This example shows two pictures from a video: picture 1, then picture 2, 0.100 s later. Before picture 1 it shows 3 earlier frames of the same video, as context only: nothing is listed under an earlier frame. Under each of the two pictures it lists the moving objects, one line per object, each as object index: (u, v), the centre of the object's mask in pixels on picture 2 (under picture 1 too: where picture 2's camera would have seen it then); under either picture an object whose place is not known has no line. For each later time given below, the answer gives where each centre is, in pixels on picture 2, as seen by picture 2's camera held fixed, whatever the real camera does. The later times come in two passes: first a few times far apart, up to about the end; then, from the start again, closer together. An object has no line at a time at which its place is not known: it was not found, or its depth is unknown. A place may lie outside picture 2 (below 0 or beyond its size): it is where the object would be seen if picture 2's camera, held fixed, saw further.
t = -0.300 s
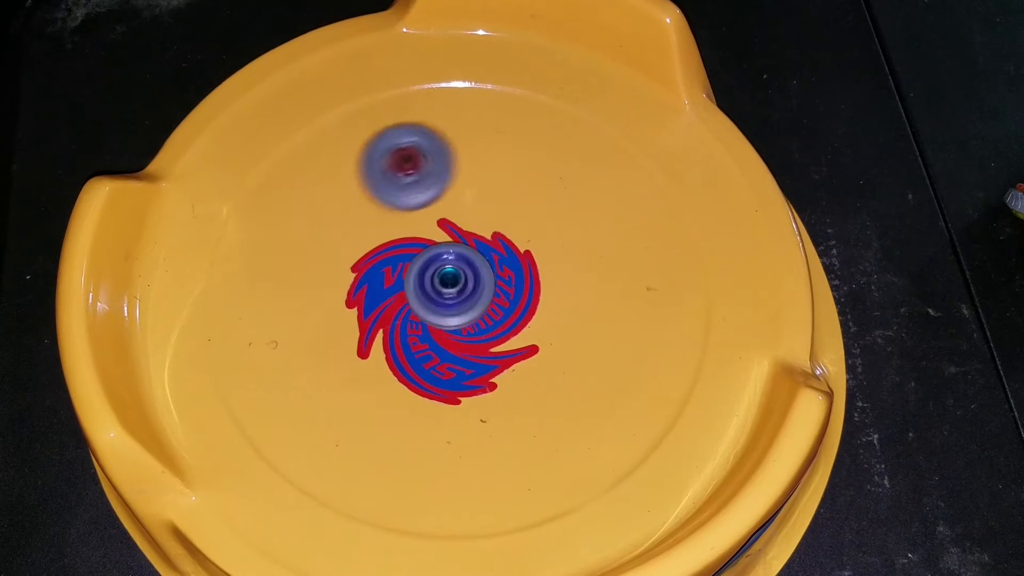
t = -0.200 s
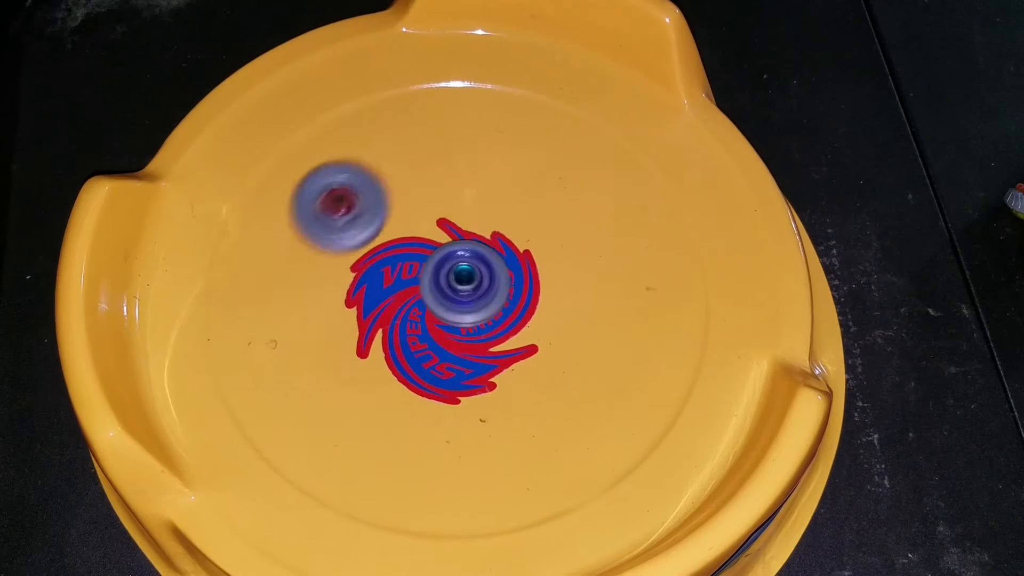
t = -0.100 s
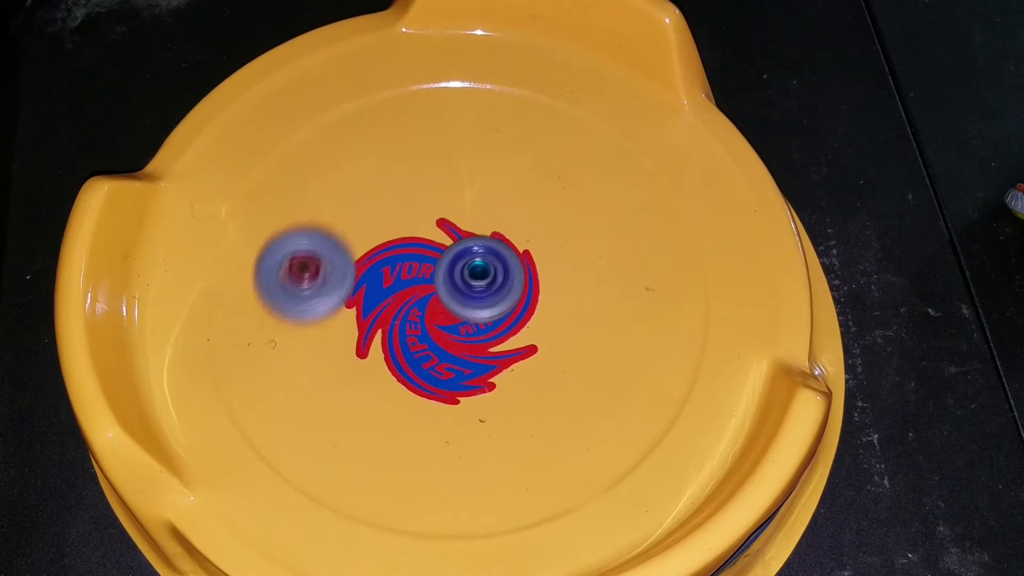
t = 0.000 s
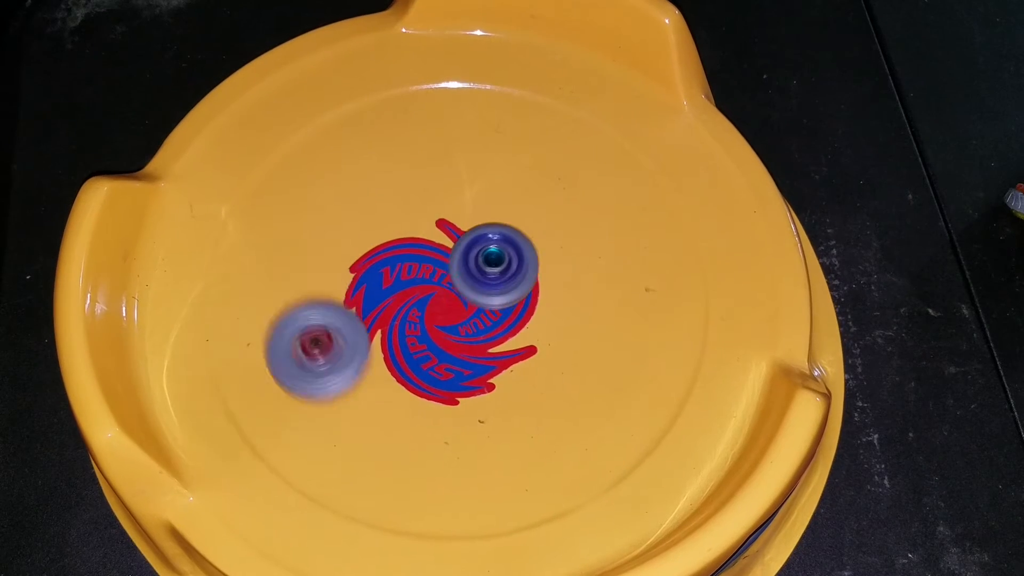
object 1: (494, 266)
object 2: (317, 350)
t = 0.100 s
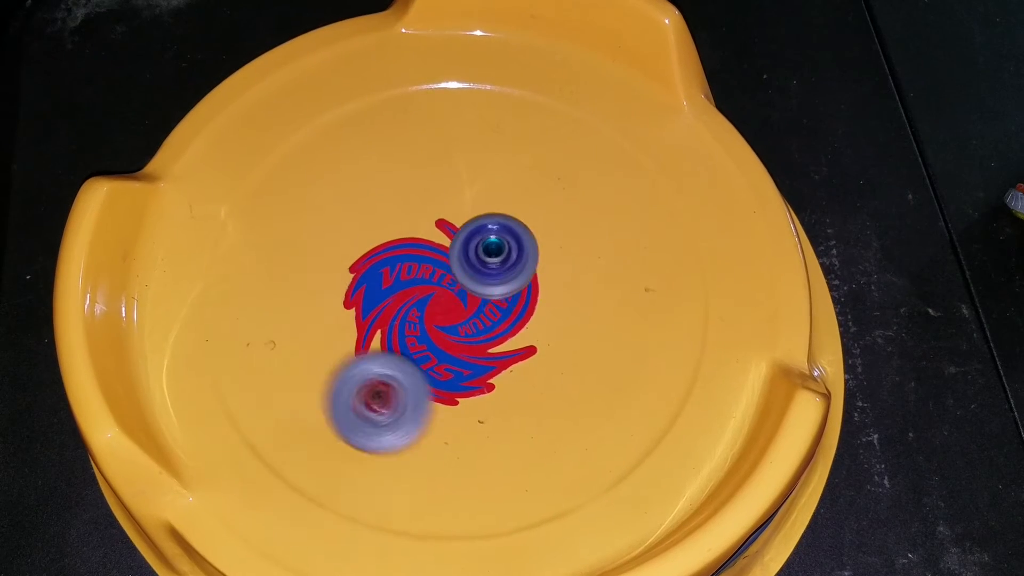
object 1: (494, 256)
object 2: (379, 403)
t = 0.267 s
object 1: (468, 249)
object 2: (521, 391)
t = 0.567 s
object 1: (458, 291)
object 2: (543, 196)
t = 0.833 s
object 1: (479, 310)
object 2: (348, 202)
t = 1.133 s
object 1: (479, 312)
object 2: (379, 392)
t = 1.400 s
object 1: (462, 320)
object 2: (571, 327)
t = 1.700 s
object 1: (450, 327)
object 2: (463, 177)
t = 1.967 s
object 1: (443, 323)
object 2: (326, 286)
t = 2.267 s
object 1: (451, 300)
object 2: (419, 412)
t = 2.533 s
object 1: (399, 306)
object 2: (525, 310)
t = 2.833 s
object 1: (411, 328)
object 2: (373, 237)
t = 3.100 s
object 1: (475, 298)
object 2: (288, 342)
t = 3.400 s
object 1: (452, 232)
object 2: (440, 371)
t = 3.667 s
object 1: (346, 163)
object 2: (557, 300)
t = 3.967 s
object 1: (308, 235)
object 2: (532, 215)
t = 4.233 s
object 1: (390, 333)
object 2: (456, 261)
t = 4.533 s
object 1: (482, 393)
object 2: (493, 238)
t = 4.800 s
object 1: (555, 318)
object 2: (468, 269)
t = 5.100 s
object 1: (569, 268)
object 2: (427, 305)
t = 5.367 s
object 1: (499, 256)
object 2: (435, 328)
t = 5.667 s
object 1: (471, 264)
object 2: (424, 341)
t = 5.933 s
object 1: (442, 266)
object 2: (429, 350)
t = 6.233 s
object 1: (427, 256)
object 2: (437, 346)
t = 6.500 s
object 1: (408, 243)
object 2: (443, 337)
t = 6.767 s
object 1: (407, 252)
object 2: (449, 328)
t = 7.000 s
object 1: (421, 256)
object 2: (462, 333)
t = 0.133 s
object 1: (490, 252)
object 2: (406, 412)
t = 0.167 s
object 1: (485, 249)
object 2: (436, 414)
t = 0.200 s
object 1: (480, 247)
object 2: (465, 412)
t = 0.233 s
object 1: (474, 246)
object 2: (494, 404)
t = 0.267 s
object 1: (468, 249)
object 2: (521, 391)
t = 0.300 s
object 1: (462, 253)
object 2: (544, 374)
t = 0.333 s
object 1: (458, 257)
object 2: (563, 354)
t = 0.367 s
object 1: (454, 262)
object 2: (577, 331)
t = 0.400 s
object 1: (454, 266)
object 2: (584, 306)
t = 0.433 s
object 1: (456, 271)
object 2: (586, 281)
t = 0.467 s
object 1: (458, 278)
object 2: (582, 256)
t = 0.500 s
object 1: (458, 284)
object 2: (574, 233)
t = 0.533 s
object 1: (456, 289)
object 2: (560, 213)
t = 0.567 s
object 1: (458, 291)
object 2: (543, 196)
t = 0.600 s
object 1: (462, 294)
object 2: (522, 182)
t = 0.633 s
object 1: (468, 298)
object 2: (498, 171)
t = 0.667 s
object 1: (473, 303)
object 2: (471, 165)
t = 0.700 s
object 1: (474, 307)
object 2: (444, 163)
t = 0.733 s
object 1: (474, 310)
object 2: (417, 166)
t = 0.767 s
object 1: (474, 310)
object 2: (392, 174)
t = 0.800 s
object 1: (476, 309)
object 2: (369, 186)
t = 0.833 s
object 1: (479, 310)
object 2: (348, 202)
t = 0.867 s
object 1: (482, 311)
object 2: (331, 221)
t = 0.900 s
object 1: (483, 313)
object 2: (319, 242)
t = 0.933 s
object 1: (482, 314)
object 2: (311, 266)
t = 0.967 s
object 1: (480, 313)
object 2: (309, 290)
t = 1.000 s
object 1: (480, 311)
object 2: (313, 316)
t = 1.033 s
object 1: (480, 309)
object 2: (322, 339)
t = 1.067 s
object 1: (482, 309)
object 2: (337, 360)
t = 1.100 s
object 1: (481, 311)
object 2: (356, 378)
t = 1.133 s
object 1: (479, 312)
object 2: (379, 392)
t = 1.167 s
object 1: (475, 313)
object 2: (406, 401)
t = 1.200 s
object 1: (471, 312)
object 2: (434, 405)
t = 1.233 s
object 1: (470, 311)
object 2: (463, 404)
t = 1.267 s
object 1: (471, 310)
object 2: (491, 397)
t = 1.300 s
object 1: (471, 312)
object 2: (517, 385)
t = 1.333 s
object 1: (469, 317)
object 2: (539, 369)
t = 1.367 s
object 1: (466, 320)
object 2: (558, 349)
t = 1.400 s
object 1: (462, 320)
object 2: (571, 327)
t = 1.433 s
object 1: (458, 318)
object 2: (577, 303)
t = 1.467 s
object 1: (457, 317)
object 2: (579, 279)
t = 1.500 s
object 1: (458, 319)
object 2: (574, 256)
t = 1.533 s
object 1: (459, 324)
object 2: (564, 236)
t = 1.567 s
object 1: (458, 328)
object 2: (550, 217)
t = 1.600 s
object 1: (455, 331)
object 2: (533, 202)
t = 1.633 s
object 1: (451, 331)
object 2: (512, 190)
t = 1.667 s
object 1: (449, 328)
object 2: (488, 181)
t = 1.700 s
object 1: (450, 327)
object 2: (463, 177)
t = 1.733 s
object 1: (452, 328)
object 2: (437, 177)
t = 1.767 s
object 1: (452, 330)
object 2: (413, 182)
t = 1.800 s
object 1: (451, 331)
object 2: (391, 191)
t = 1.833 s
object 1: (450, 328)
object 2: (370, 204)
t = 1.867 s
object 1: (449, 325)
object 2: (353, 221)
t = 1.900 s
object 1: (448, 323)
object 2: (339, 241)
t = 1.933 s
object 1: (446, 322)
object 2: (330, 263)
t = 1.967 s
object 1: (443, 323)
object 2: (326, 286)
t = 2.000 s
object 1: (438, 323)
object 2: (328, 310)
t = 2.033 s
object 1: (432, 321)
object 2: (336, 332)
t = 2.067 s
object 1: (430, 318)
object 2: (347, 351)
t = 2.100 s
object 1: (435, 311)
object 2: (352, 365)
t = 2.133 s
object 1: (444, 306)
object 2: (358, 386)
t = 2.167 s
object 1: (450, 302)
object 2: (369, 396)
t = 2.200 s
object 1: (454, 301)
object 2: (383, 405)
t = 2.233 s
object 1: (455, 299)
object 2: (400, 410)
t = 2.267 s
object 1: (451, 300)
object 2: (419, 412)
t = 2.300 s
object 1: (446, 299)
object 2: (440, 411)
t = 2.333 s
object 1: (442, 296)
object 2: (460, 406)
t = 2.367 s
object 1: (437, 296)
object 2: (480, 397)
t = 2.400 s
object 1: (429, 297)
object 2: (498, 385)
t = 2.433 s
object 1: (421, 299)
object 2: (512, 368)
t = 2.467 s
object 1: (412, 301)
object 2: (522, 350)
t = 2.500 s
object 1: (404, 303)
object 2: (526, 330)
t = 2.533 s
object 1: (399, 306)
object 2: (525, 310)
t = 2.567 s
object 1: (399, 310)
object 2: (519, 291)
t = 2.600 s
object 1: (399, 315)
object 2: (508, 274)
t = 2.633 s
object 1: (400, 321)
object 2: (495, 259)
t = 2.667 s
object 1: (399, 327)
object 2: (478, 244)
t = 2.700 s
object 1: (399, 331)
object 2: (458, 234)
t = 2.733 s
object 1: (399, 333)
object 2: (437, 228)
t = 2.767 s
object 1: (401, 333)
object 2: (415, 227)
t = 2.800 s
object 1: (405, 330)
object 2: (393, 230)
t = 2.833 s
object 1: (411, 328)
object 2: (373, 237)
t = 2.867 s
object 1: (416, 326)
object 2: (355, 247)
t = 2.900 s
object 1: (419, 325)
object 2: (341, 259)
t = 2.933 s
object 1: (421, 322)
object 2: (331, 274)
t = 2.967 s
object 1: (421, 318)
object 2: (325, 289)
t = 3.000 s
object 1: (421, 312)
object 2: (323, 305)
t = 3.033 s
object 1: (441, 309)
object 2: (306, 319)
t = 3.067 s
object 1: (461, 304)
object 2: (293, 331)
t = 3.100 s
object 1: (475, 298)
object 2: (288, 342)
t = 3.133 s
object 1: (483, 292)
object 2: (291, 353)
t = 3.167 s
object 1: (487, 283)
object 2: (299, 364)
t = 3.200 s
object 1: (489, 274)
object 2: (312, 374)
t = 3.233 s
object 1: (487, 265)
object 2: (329, 382)
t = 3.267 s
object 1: (482, 256)
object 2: (348, 387)
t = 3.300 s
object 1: (476, 248)
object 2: (370, 389)
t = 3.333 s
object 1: (468, 241)
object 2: (394, 387)
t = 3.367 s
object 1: (460, 236)
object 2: (418, 381)
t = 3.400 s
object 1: (452, 232)
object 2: (440, 371)
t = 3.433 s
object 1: (443, 231)
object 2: (457, 357)
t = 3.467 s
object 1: (437, 231)
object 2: (471, 339)
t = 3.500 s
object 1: (431, 233)
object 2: (481, 320)
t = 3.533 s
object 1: (424, 235)
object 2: (487, 299)
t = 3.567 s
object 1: (409, 223)
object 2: (500, 290)
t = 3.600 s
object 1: (385, 199)
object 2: (524, 299)
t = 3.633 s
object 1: (364, 178)
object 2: (542, 302)
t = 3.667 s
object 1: (346, 163)
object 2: (557, 300)
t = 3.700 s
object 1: (331, 156)
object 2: (567, 296)
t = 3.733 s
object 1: (320, 154)
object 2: (572, 288)
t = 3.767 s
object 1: (312, 158)
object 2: (575, 277)
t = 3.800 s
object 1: (306, 167)
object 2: (574, 264)
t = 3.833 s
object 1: (303, 178)
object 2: (571, 251)
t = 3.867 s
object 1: (301, 191)
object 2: (564, 238)
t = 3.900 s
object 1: (302, 205)
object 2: (555, 227)
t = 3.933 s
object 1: (304, 221)
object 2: (544, 220)
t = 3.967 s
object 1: (308, 235)
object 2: (532, 215)
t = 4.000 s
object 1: (313, 250)
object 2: (519, 213)
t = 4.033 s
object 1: (320, 265)
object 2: (504, 213)
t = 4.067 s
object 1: (329, 280)
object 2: (492, 216)
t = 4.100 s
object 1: (339, 293)
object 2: (482, 223)
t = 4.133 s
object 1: (350, 304)
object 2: (472, 232)
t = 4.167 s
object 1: (363, 315)
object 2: (464, 243)
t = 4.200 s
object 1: (377, 325)
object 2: (458, 253)
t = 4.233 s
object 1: (390, 333)
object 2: (456, 261)
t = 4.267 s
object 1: (385, 353)
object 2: (472, 256)
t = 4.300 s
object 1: (384, 371)
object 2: (488, 251)
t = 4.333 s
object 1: (388, 385)
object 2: (499, 248)
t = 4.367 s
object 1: (398, 393)
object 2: (505, 245)
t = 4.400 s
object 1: (412, 398)
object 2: (507, 243)
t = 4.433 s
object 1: (430, 400)
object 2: (505, 241)
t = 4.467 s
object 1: (448, 400)
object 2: (502, 239)
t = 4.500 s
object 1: (465, 397)
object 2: (498, 238)
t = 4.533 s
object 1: (482, 393)
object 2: (493, 238)
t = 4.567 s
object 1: (498, 387)
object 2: (488, 239)
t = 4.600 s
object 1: (512, 380)
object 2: (484, 242)
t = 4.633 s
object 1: (525, 372)
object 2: (480, 245)
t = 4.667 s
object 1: (535, 362)
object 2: (476, 248)
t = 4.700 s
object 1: (543, 352)
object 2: (472, 252)
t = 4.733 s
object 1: (550, 340)
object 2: (469, 258)
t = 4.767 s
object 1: (554, 329)
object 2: (467, 264)
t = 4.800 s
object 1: (555, 318)
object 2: (468, 269)
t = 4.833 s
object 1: (564, 314)
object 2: (465, 268)
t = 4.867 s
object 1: (577, 314)
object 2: (456, 265)
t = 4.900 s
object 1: (584, 310)
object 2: (447, 267)
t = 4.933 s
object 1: (586, 304)
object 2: (442, 271)
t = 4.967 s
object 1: (585, 297)
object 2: (439, 278)
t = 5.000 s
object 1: (582, 289)
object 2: (435, 285)
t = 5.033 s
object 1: (579, 281)
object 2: (431, 293)
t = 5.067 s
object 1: (574, 274)
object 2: (429, 299)
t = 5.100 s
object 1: (569, 268)
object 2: (427, 305)
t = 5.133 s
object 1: (561, 263)
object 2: (425, 312)
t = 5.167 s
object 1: (553, 259)
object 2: (424, 319)
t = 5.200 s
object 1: (544, 256)
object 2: (425, 323)
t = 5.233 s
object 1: (534, 253)
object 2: (427, 326)
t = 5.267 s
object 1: (525, 252)
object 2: (428, 328)
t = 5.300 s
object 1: (516, 252)
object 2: (430, 329)
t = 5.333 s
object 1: (507, 254)
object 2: (433, 329)
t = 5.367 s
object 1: (499, 256)
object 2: (435, 328)
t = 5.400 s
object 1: (491, 259)
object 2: (437, 327)
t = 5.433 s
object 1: (488, 259)
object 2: (435, 329)
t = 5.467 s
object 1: (485, 260)
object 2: (434, 330)
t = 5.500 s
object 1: (486, 257)
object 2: (427, 335)
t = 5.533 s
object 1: (485, 256)
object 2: (424, 337)
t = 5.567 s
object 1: (482, 259)
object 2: (423, 339)
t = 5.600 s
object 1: (478, 261)
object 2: (424, 339)
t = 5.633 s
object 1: (473, 264)
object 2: (426, 338)
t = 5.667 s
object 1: (471, 264)
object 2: (424, 341)
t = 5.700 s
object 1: (475, 255)
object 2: (417, 351)
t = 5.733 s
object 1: (474, 249)
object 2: (415, 356)
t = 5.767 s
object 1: (469, 249)
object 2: (416, 358)
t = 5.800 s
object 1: (461, 250)
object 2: (419, 357)
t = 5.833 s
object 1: (455, 254)
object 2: (422, 357)
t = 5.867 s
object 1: (450, 258)
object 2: (425, 355)
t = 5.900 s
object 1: (446, 262)
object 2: (427, 352)
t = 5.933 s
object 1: (442, 266)
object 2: (429, 350)
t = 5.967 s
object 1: (443, 262)
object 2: (428, 356)
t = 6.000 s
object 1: (445, 248)
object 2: (425, 365)
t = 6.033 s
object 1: (446, 240)
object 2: (425, 368)
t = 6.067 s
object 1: (445, 239)
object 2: (426, 368)
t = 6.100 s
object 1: (441, 241)
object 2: (429, 366)
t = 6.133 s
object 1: (437, 244)
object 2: (432, 362)
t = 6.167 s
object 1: (433, 248)
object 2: (435, 357)
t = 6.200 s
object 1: (429, 252)
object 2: (436, 352)
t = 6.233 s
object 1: (427, 256)
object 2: (437, 346)
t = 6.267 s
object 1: (426, 258)
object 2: (438, 341)
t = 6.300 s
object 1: (425, 246)
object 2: (439, 351)
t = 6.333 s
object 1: (424, 236)
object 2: (440, 355)
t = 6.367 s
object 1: (422, 231)
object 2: (440, 356)
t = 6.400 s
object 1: (418, 231)
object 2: (440, 353)
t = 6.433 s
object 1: (415, 234)
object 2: (442, 348)
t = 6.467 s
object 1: (411, 238)
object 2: (443, 342)
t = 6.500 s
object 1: (408, 243)
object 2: (443, 337)
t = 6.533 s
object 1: (406, 248)
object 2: (443, 332)
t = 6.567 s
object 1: (405, 250)
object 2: (442, 327)
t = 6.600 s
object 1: (403, 243)
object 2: (443, 335)
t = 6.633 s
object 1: (401, 237)
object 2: (446, 339)
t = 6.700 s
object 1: (404, 240)
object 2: (449, 336)
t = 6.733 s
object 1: (406, 247)
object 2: (450, 332)
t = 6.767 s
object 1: (407, 252)
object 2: (449, 328)
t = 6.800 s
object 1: (407, 247)
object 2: (451, 334)
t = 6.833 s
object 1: (407, 243)
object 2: (452, 338)
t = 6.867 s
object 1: (409, 244)
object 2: (453, 339)
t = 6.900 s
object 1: (412, 248)
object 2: (455, 338)
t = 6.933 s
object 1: (415, 251)
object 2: (457, 335)
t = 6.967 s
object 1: (418, 255)
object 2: (459, 332)
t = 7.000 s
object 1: (421, 256)
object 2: (462, 333)
